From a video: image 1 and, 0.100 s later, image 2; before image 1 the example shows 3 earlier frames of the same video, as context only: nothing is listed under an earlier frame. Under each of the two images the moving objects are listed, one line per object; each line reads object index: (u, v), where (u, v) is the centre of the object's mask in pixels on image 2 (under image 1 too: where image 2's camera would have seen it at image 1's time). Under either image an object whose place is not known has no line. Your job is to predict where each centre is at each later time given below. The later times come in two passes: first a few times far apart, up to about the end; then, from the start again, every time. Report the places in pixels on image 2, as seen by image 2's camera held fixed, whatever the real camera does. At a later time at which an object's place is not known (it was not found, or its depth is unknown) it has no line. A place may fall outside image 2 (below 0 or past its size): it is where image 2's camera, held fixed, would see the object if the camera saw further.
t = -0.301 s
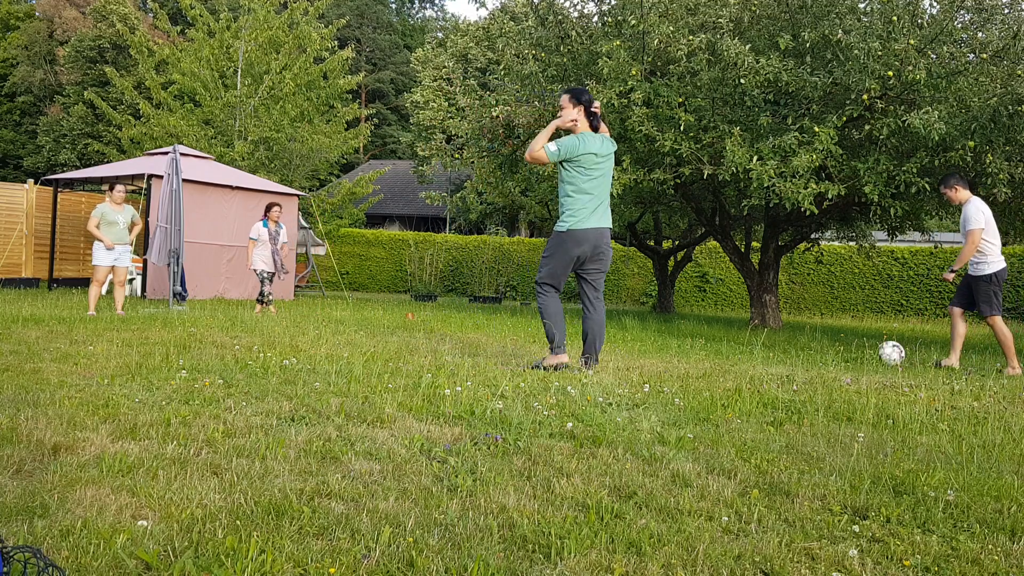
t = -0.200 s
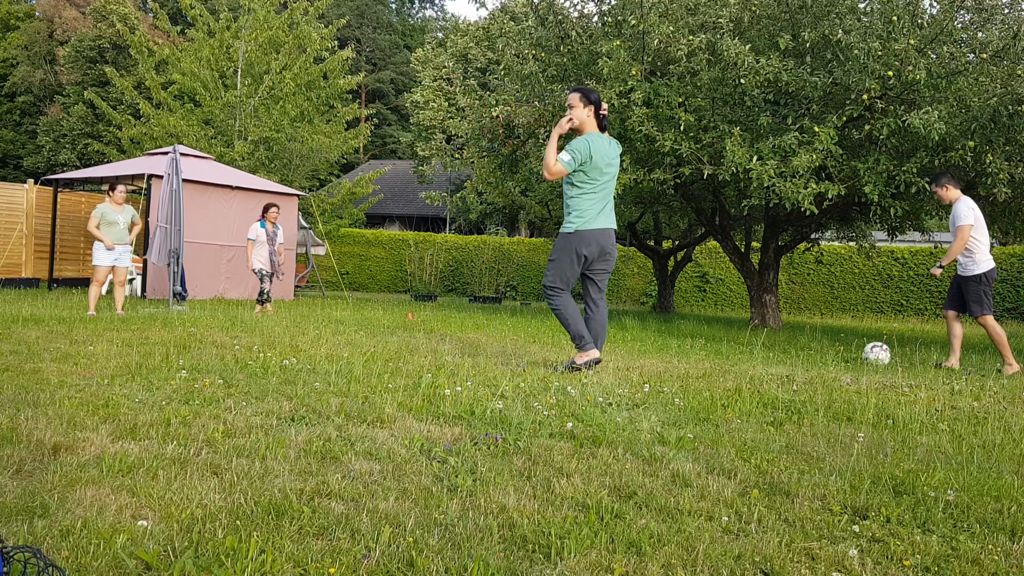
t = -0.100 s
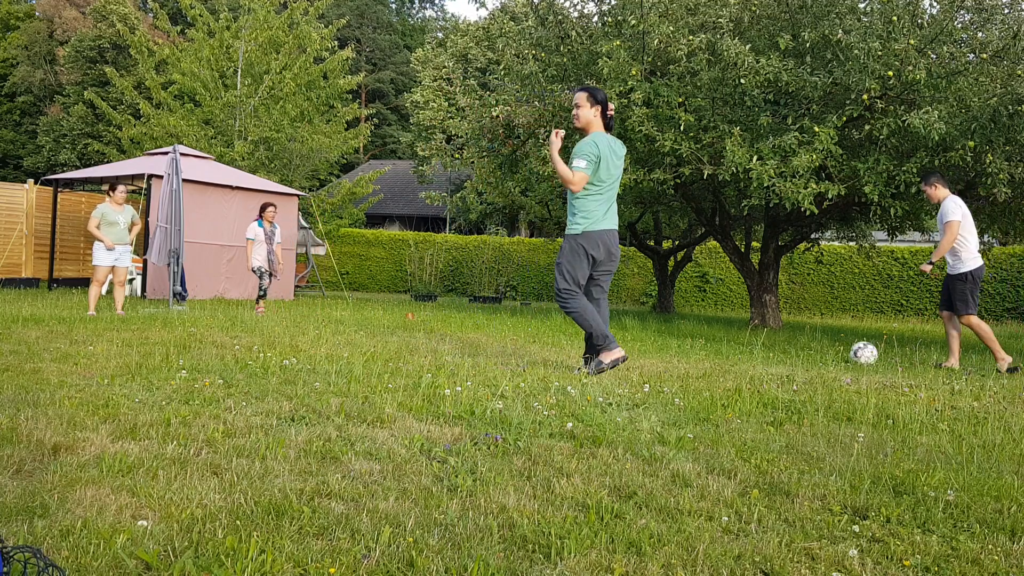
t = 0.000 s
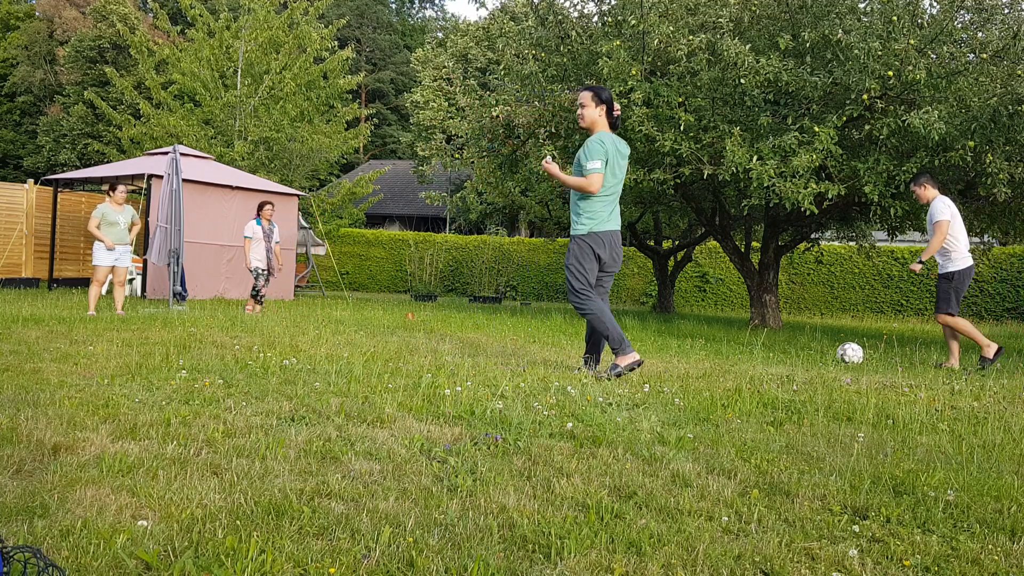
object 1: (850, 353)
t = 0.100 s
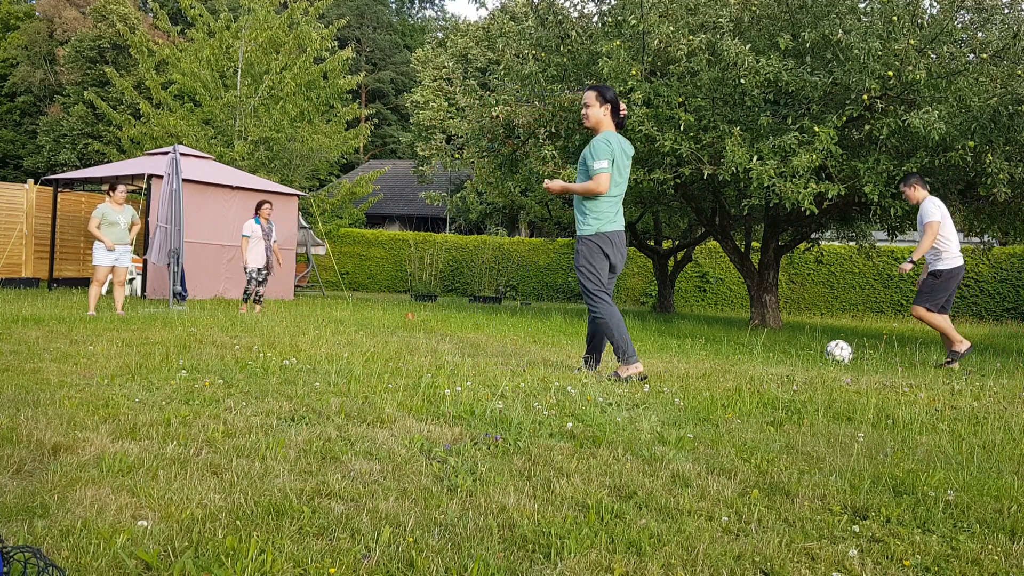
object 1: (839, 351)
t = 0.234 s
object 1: (825, 351)
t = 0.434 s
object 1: (811, 351)
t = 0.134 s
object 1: (835, 351)
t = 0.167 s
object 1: (832, 351)
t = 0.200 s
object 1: (829, 351)
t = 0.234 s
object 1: (825, 351)
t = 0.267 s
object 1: (823, 350)
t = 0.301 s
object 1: (819, 351)
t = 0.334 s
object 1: (817, 351)
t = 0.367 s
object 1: (815, 351)
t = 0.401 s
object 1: (813, 351)
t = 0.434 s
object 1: (811, 351)
